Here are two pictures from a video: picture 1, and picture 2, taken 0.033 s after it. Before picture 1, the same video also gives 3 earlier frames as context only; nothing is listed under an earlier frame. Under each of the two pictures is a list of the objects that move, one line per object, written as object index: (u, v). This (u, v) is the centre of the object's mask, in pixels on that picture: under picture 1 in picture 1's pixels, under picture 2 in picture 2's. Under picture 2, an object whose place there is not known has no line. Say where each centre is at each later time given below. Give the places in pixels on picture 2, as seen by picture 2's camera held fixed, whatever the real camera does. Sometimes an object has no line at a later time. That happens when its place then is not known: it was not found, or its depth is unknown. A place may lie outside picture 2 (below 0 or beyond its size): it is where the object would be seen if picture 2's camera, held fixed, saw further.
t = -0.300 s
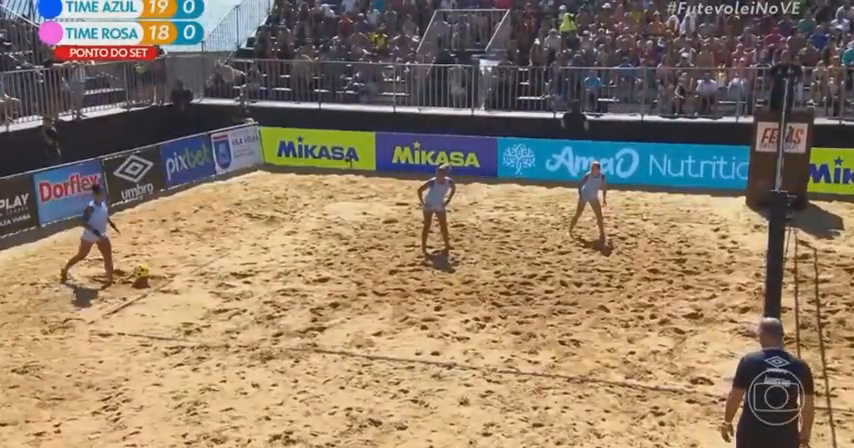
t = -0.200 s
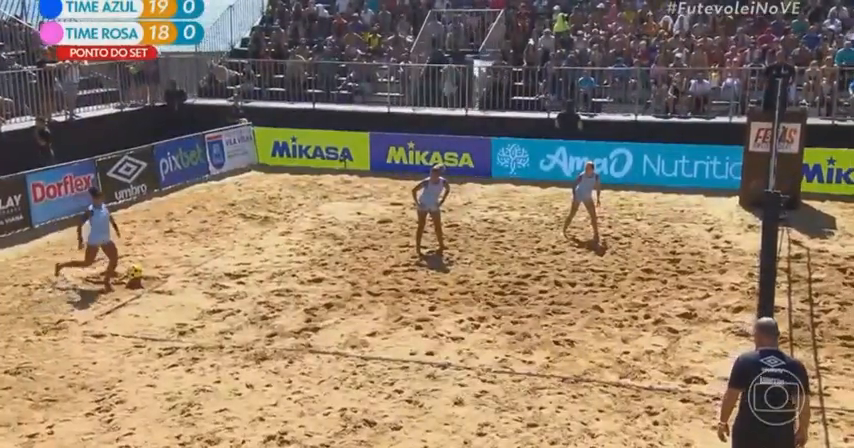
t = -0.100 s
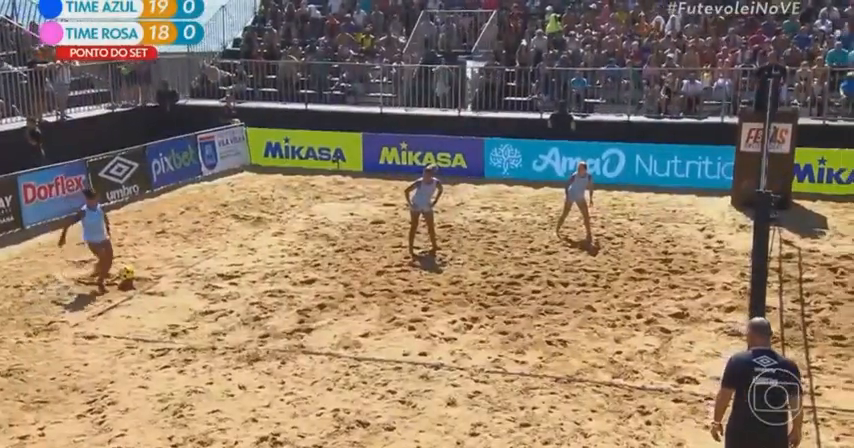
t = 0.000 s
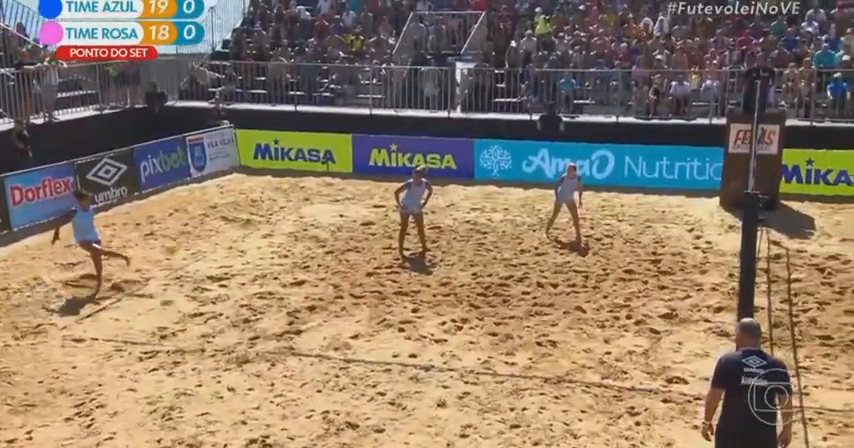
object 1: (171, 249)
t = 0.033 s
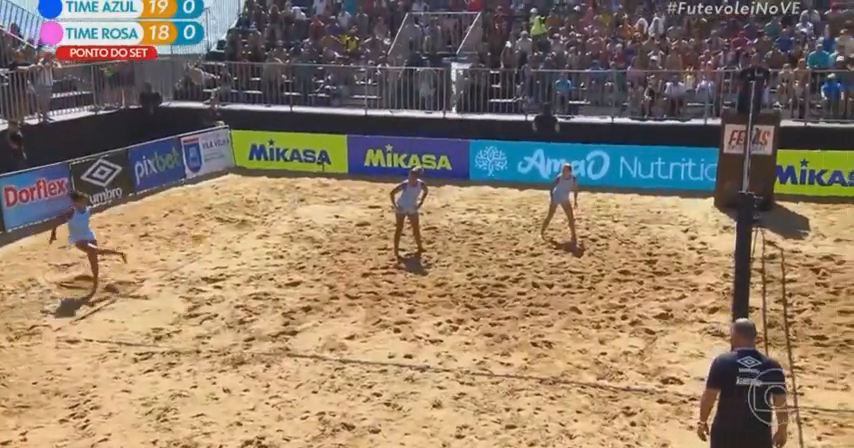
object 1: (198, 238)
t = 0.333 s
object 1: (488, 154)
